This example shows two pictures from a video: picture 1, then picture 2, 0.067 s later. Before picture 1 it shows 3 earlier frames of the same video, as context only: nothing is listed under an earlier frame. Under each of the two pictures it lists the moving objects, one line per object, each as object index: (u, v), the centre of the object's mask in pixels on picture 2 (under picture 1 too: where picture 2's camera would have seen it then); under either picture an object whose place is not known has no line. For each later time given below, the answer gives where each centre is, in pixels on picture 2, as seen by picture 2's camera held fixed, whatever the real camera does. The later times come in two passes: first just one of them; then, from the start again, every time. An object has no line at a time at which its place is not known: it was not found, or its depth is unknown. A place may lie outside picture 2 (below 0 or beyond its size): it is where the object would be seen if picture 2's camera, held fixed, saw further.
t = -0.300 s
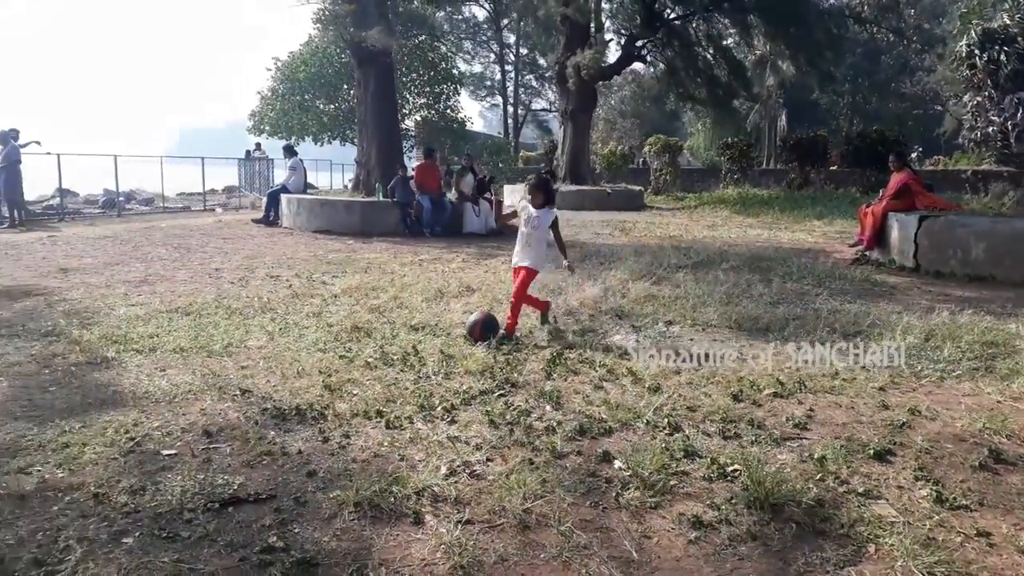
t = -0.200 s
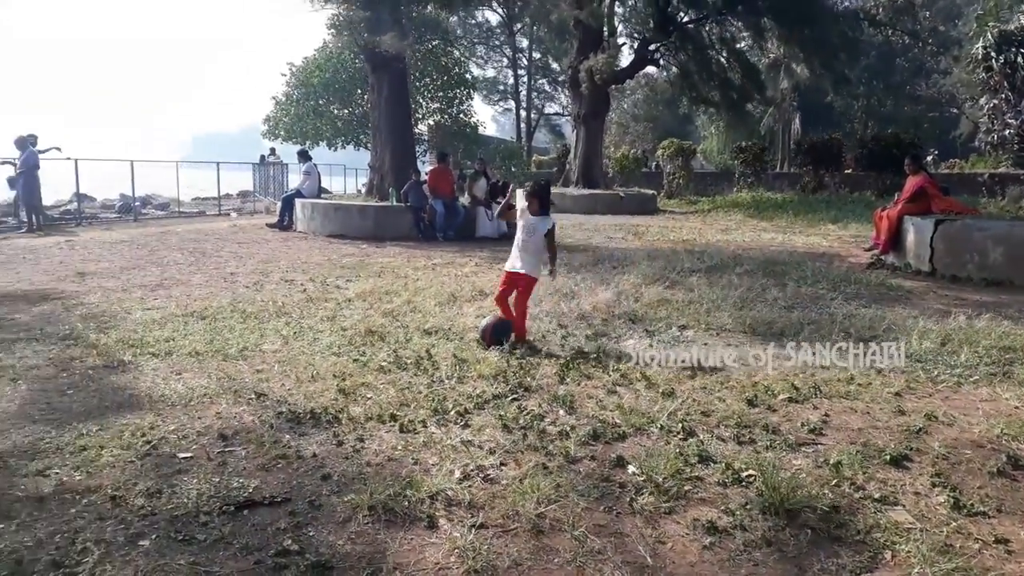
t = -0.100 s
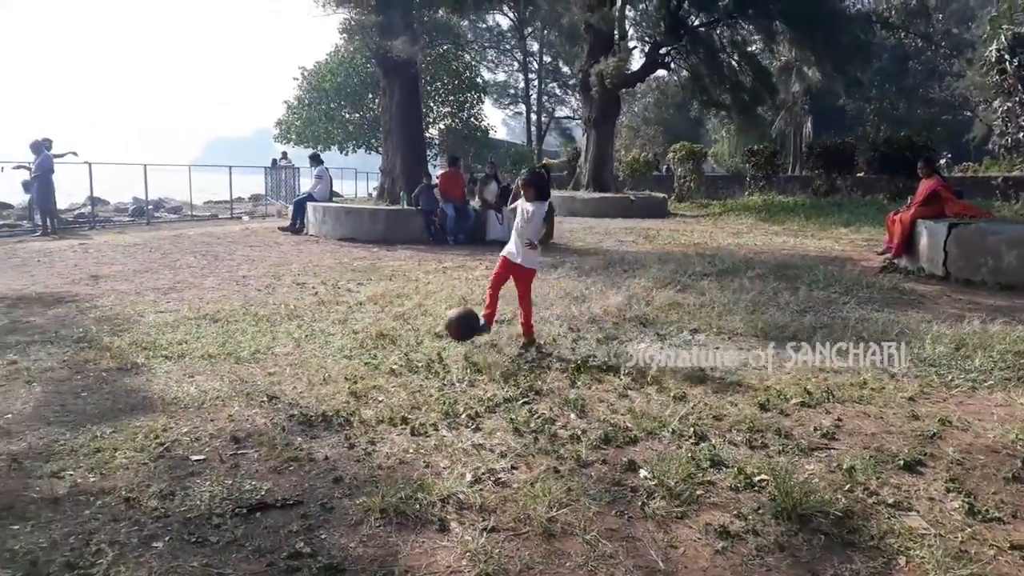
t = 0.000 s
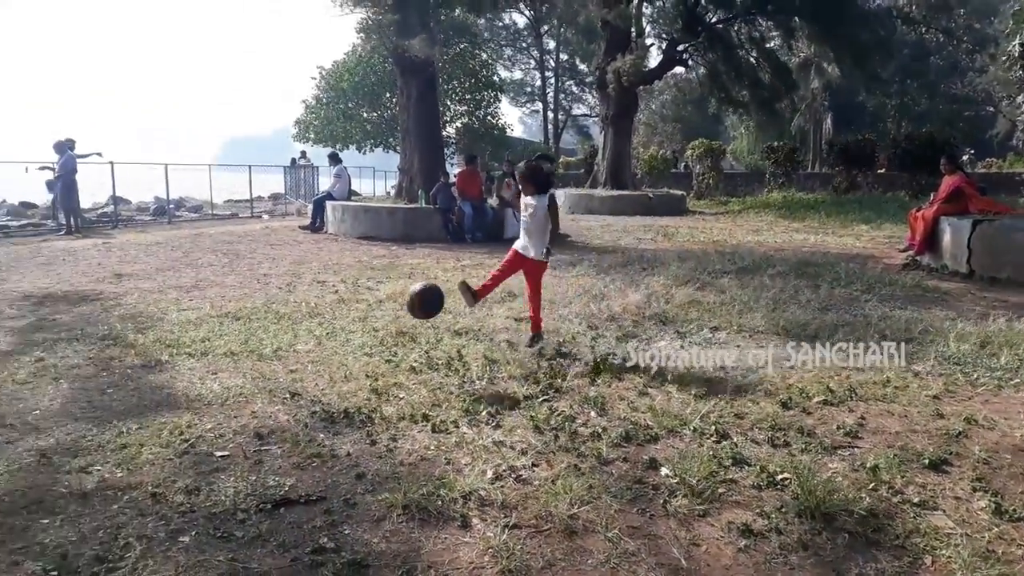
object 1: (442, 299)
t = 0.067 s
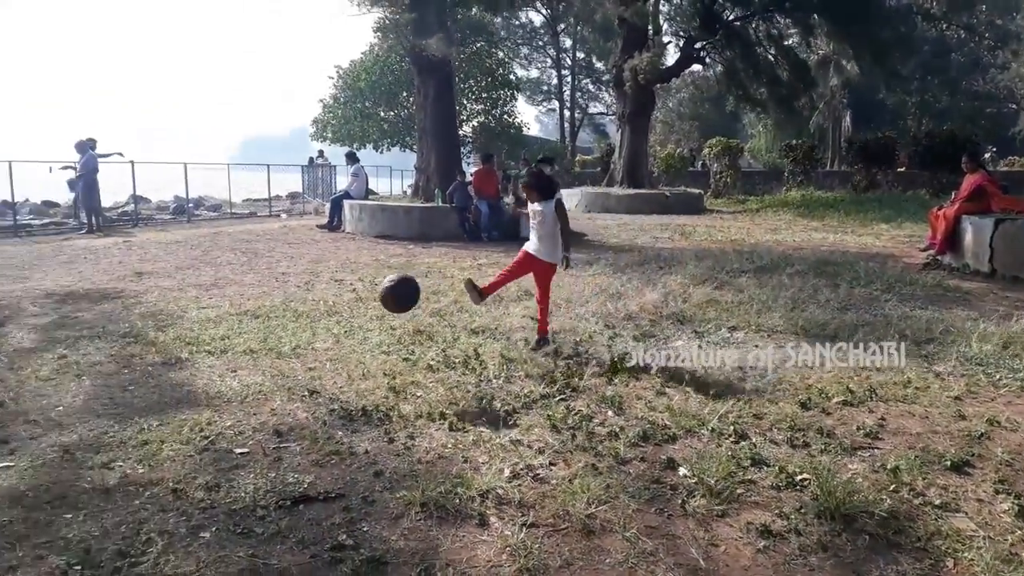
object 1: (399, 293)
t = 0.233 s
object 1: (272, 316)
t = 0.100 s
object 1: (377, 293)
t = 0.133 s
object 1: (353, 295)
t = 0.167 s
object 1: (327, 299)
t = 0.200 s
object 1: (301, 308)
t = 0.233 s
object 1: (272, 316)
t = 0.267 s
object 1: (244, 330)
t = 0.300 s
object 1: (211, 345)
